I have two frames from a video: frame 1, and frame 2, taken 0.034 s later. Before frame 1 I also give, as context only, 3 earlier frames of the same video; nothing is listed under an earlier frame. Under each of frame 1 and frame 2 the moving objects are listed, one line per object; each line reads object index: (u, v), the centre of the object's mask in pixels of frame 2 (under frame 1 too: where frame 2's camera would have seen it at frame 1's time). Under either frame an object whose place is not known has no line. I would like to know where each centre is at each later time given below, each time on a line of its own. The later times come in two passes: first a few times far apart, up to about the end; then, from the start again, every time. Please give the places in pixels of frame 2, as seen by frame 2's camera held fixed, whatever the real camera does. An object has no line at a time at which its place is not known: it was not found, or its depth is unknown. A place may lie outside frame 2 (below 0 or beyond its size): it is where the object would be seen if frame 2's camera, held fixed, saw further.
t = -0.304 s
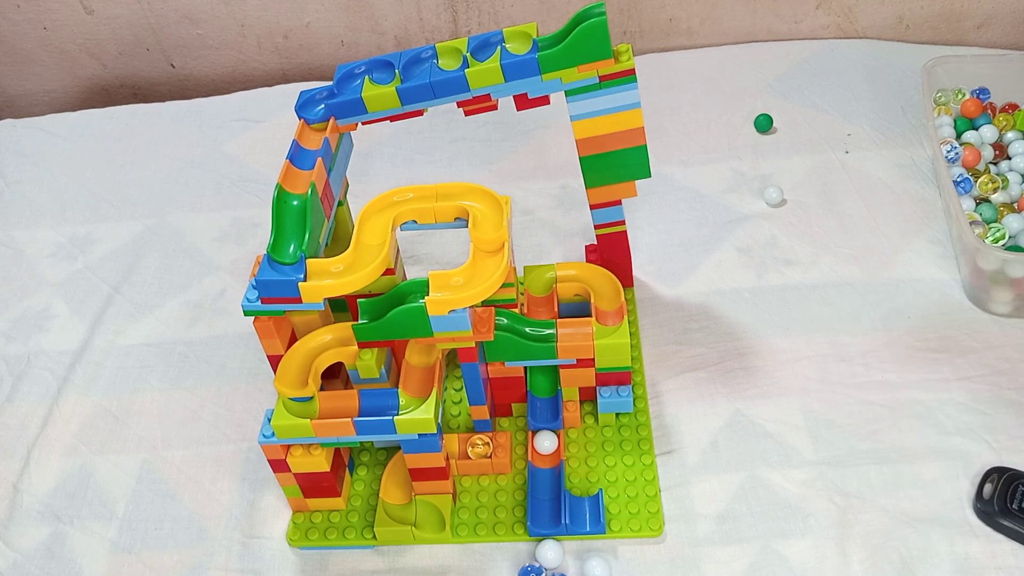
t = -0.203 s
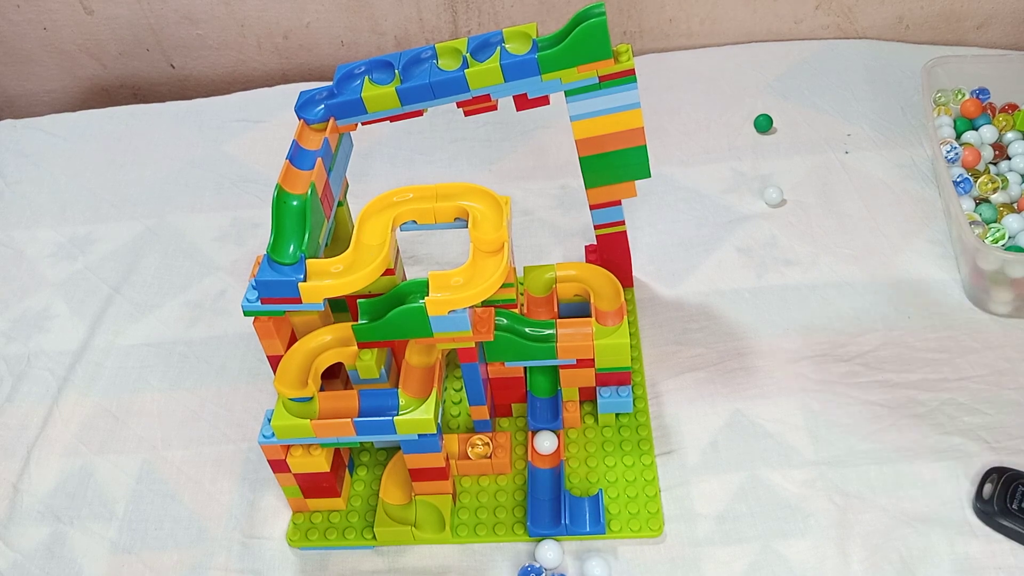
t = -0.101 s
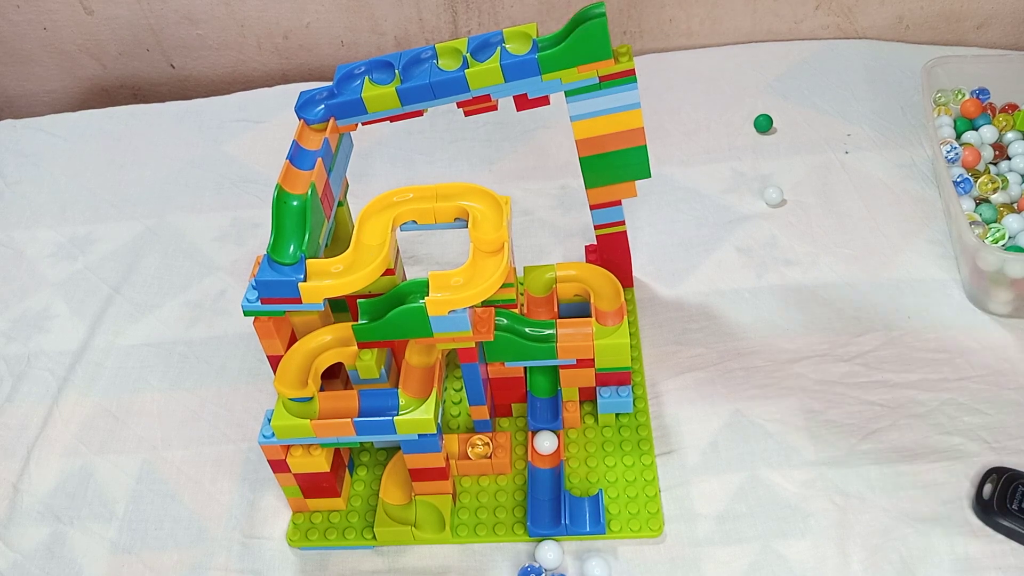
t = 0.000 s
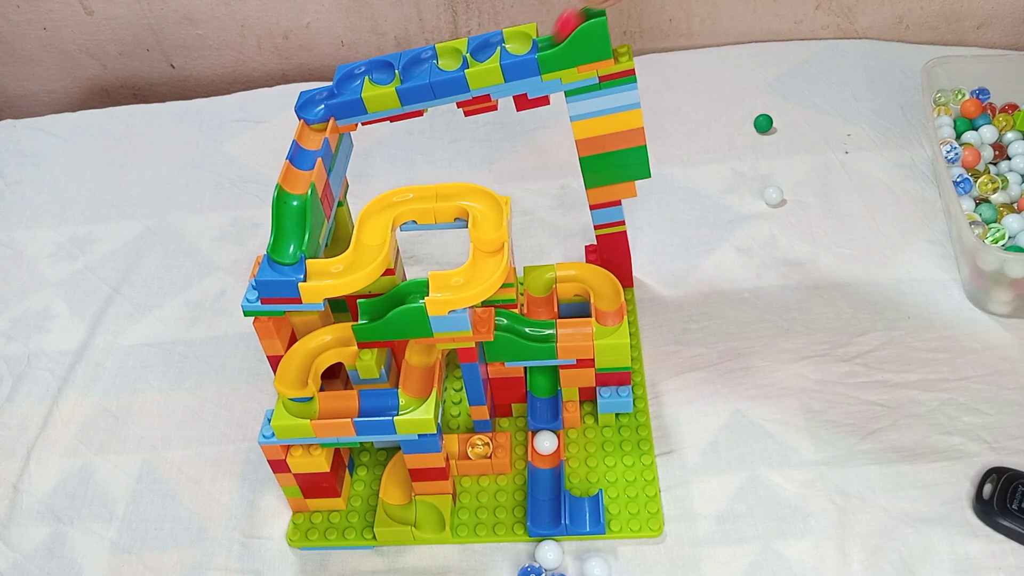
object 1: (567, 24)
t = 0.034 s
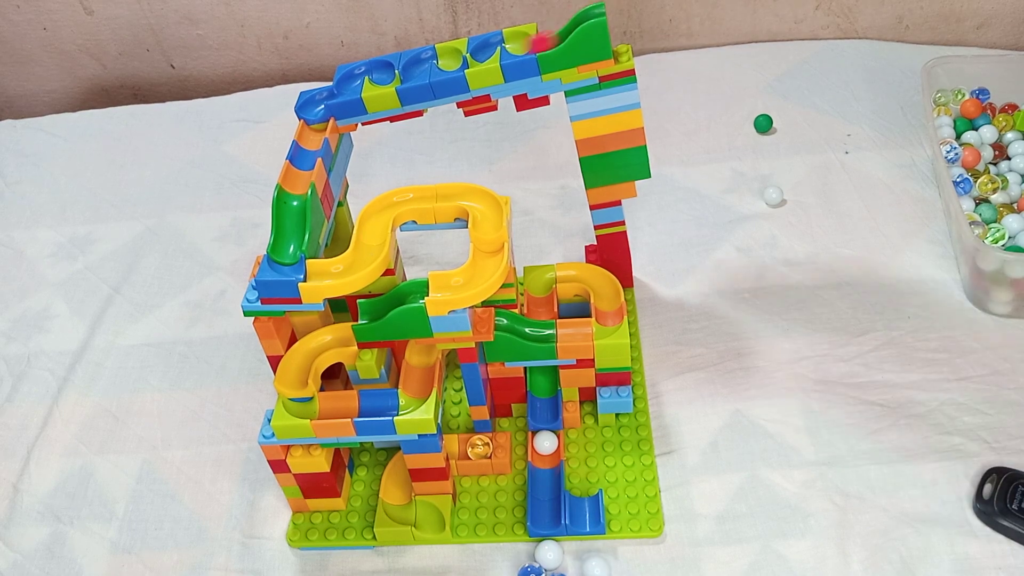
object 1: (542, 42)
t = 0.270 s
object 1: (482, 48)
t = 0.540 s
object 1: (423, 54)
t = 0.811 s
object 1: (369, 65)
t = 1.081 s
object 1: (309, 114)
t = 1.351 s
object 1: (298, 169)
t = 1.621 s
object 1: (288, 262)
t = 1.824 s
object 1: (370, 242)
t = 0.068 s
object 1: (520, 43)
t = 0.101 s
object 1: (518, 39)
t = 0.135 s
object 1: (517, 38)
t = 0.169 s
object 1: (510, 35)
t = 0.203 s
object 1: (497, 36)
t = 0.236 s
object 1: (486, 43)
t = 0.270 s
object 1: (482, 48)
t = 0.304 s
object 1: (478, 52)
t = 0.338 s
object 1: (468, 58)
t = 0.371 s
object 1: (455, 61)
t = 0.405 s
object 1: (448, 57)
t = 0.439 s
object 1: (449, 54)
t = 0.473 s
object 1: (443, 52)
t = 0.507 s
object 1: (433, 50)
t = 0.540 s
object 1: (423, 54)
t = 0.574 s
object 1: (415, 59)
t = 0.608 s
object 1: (413, 65)
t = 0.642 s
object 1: (405, 71)
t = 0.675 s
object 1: (393, 76)
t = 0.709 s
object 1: (382, 74)
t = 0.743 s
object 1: (381, 70)
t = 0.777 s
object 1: (378, 67)
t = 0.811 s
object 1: (369, 65)
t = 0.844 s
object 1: (356, 69)
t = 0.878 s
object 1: (348, 77)
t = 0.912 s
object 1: (344, 82)
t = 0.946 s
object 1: (335, 88)
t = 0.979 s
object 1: (324, 93)
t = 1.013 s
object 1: (315, 99)
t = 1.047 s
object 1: (309, 104)
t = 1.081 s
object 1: (309, 114)
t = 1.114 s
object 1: (312, 127)
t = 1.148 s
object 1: (311, 134)
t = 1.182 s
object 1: (309, 142)
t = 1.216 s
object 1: (306, 148)
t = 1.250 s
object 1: (304, 154)
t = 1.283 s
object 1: (302, 158)
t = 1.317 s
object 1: (300, 164)
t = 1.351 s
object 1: (298, 169)
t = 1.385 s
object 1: (296, 175)
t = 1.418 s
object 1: (295, 180)
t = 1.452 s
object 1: (294, 186)
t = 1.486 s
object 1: (292, 192)
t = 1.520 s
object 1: (291, 202)
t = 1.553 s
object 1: (290, 223)
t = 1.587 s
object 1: (286, 245)
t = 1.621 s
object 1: (288, 262)
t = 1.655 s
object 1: (309, 267)
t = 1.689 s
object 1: (325, 269)
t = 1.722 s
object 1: (341, 267)
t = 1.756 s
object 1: (355, 261)
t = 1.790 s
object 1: (366, 252)
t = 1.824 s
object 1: (370, 242)
